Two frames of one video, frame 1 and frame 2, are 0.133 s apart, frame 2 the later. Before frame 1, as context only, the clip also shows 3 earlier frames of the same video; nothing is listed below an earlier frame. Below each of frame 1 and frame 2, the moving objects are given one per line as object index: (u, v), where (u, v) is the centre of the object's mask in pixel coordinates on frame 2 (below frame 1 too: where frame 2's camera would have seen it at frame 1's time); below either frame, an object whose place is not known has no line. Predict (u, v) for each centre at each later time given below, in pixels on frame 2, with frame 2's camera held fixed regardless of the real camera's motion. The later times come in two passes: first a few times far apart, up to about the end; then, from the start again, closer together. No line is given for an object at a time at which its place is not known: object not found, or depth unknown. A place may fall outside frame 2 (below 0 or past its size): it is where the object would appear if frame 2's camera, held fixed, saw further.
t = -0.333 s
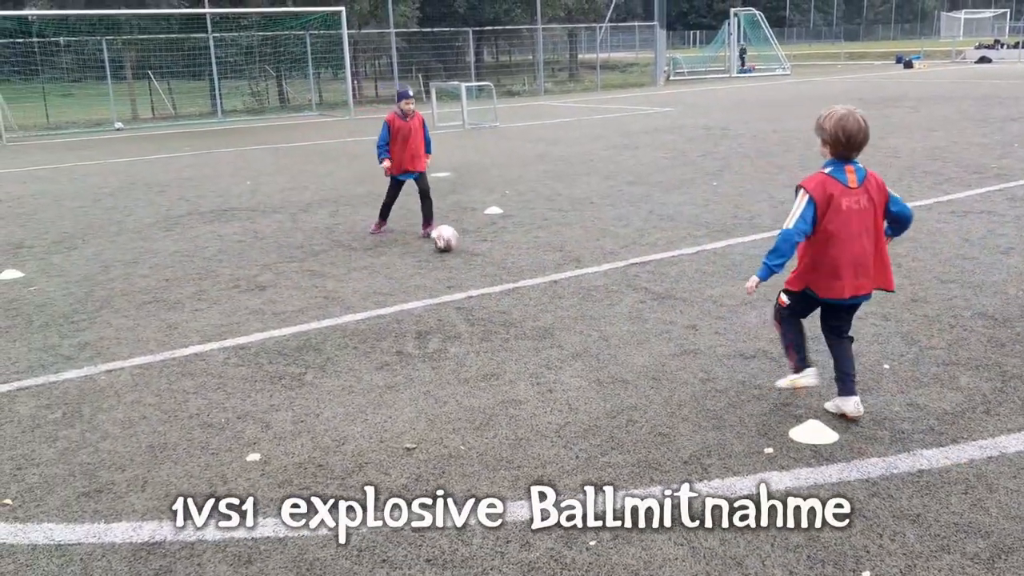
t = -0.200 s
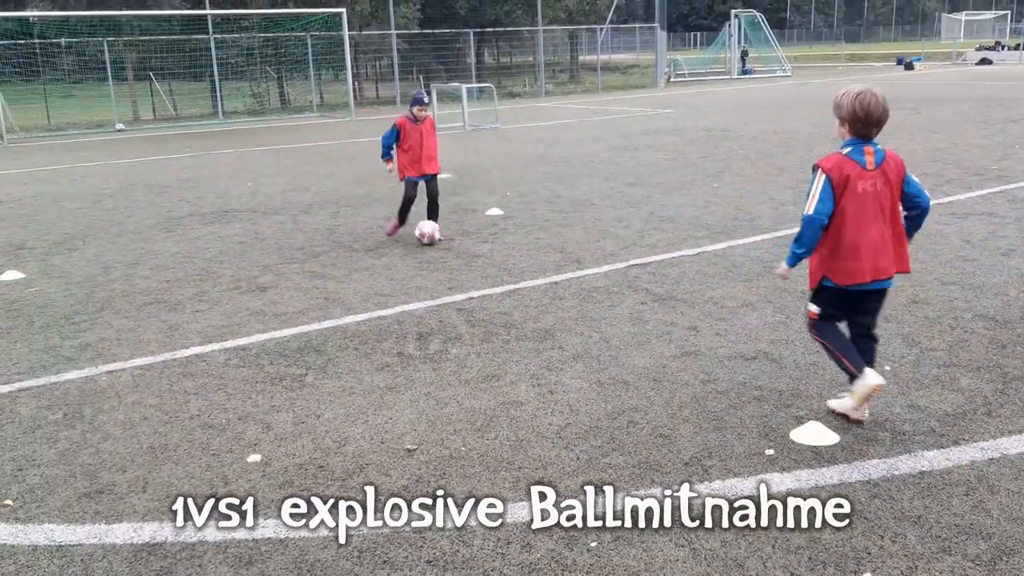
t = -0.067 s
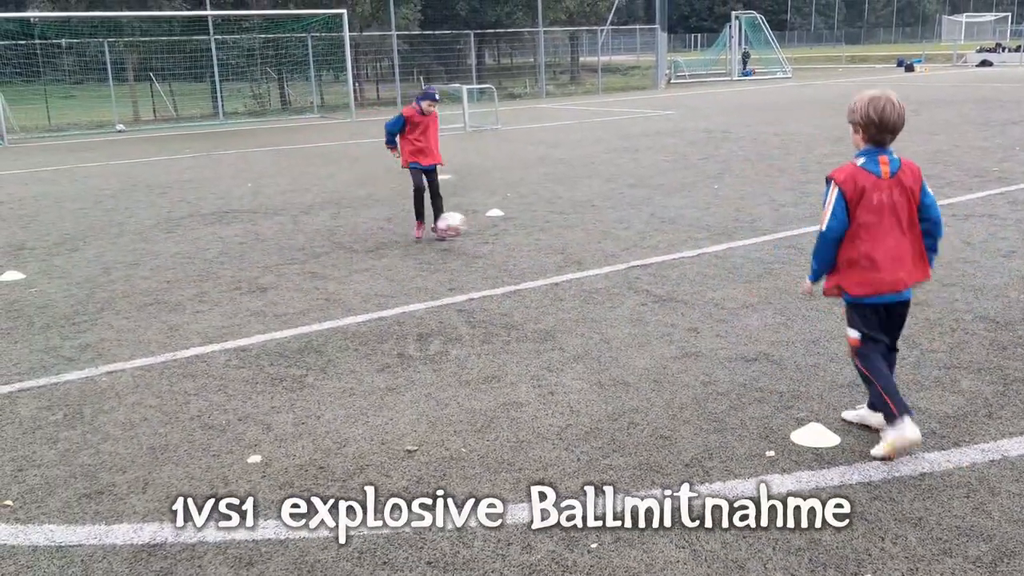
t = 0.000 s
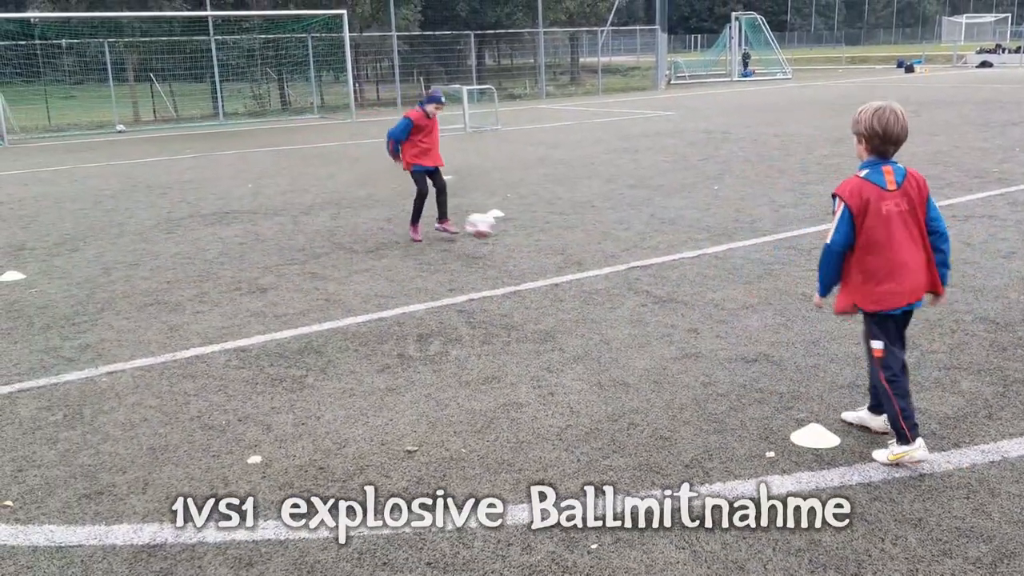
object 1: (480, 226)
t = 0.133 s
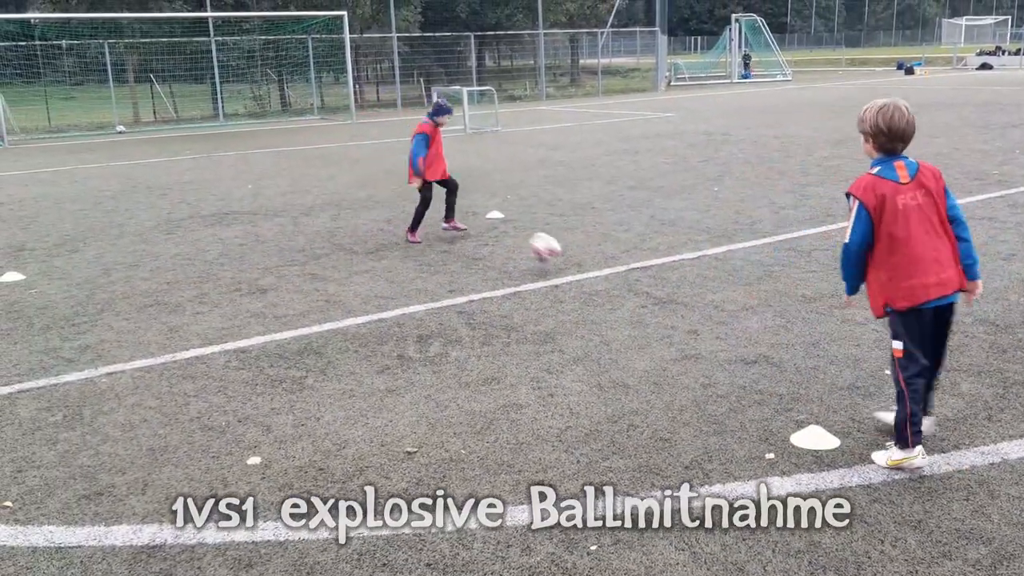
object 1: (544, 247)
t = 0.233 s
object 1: (587, 258)
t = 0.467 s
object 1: (679, 284)
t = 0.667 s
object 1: (769, 306)
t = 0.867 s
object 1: (874, 327)
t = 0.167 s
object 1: (562, 257)
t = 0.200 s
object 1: (576, 261)
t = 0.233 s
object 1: (587, 258)
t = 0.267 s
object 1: (599, 257)
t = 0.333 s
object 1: (625, 259)
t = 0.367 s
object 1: (638, 263)
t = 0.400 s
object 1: (652, 268)
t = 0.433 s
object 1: (664, 275)
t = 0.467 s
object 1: (679, 284)
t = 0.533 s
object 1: (708, 288)
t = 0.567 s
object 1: (723, 290)
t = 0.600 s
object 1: (737, 295)
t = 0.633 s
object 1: (752, 299)
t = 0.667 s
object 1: (769, 306)
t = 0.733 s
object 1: (803, 312)
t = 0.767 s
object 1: (820, 315)
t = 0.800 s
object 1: (837, 317)
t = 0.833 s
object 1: (855, 322)
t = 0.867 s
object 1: (874, 327)
